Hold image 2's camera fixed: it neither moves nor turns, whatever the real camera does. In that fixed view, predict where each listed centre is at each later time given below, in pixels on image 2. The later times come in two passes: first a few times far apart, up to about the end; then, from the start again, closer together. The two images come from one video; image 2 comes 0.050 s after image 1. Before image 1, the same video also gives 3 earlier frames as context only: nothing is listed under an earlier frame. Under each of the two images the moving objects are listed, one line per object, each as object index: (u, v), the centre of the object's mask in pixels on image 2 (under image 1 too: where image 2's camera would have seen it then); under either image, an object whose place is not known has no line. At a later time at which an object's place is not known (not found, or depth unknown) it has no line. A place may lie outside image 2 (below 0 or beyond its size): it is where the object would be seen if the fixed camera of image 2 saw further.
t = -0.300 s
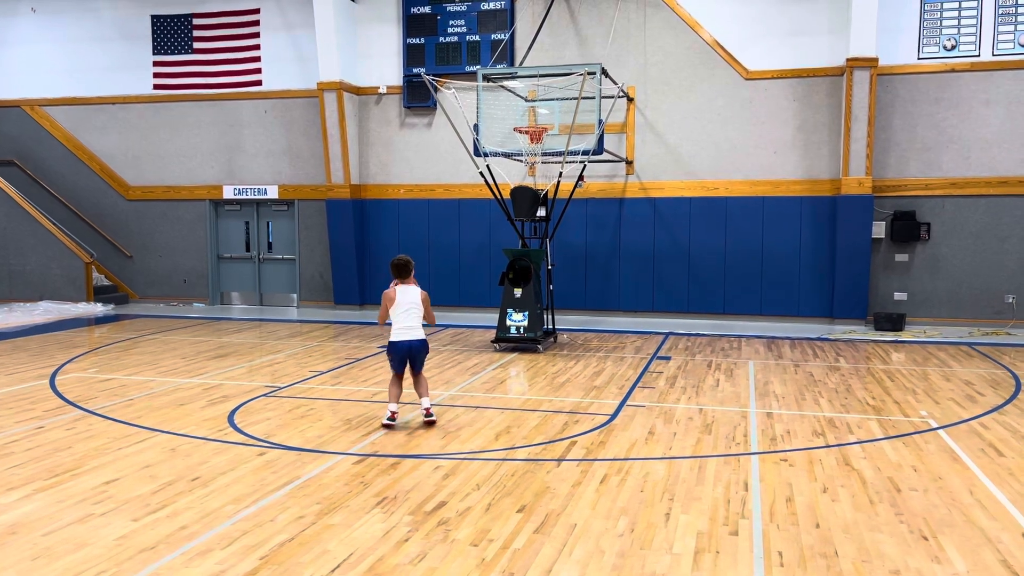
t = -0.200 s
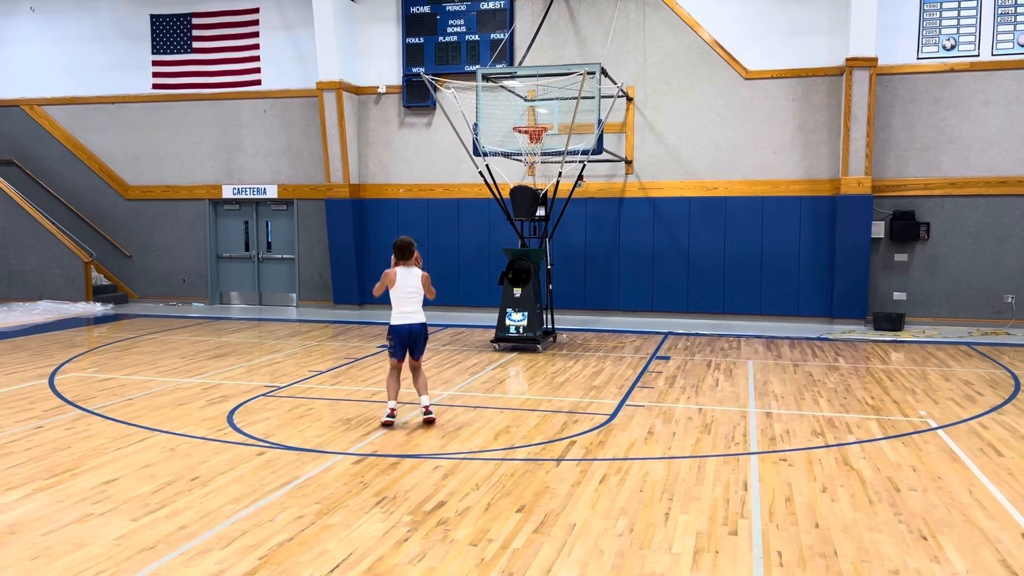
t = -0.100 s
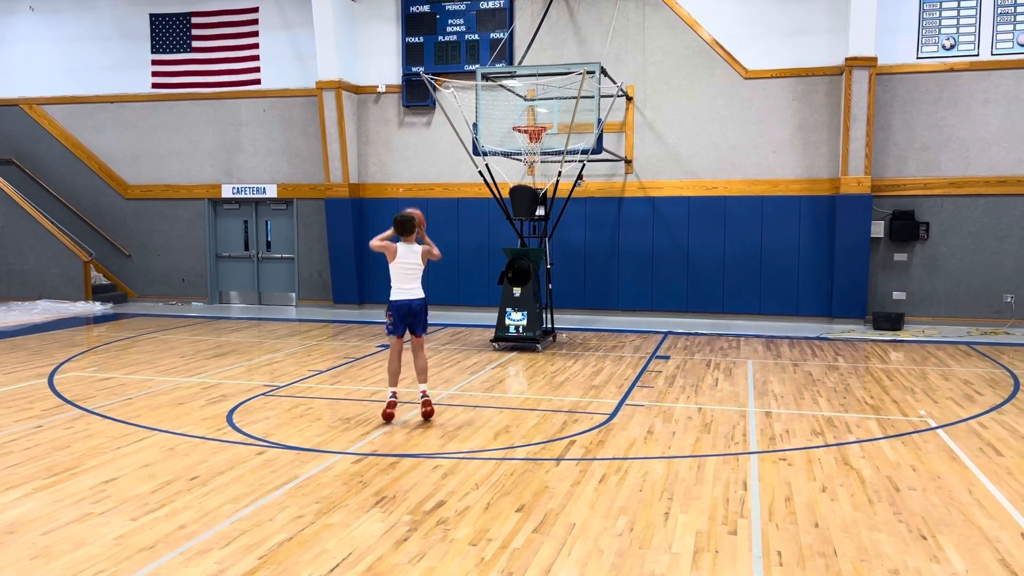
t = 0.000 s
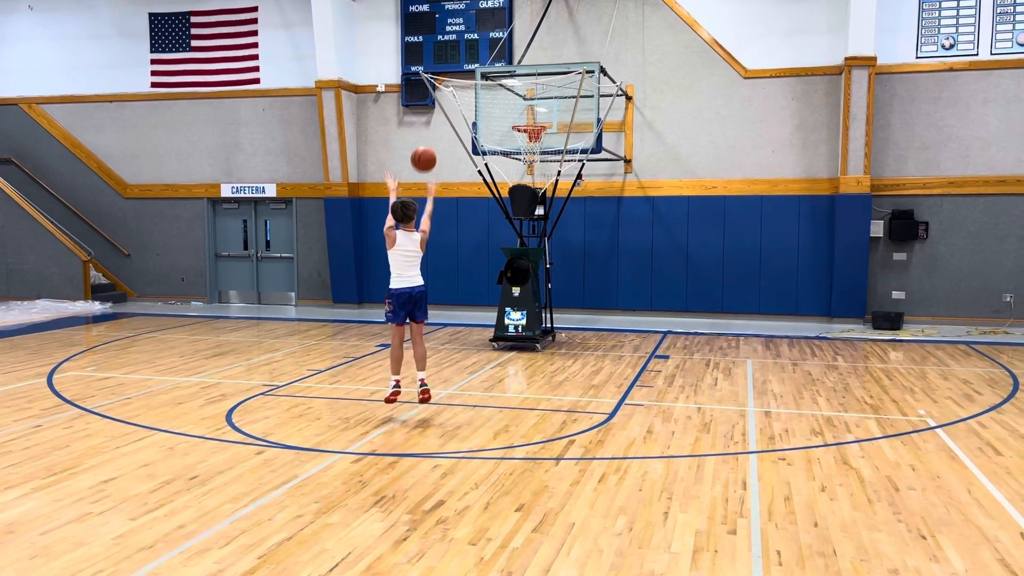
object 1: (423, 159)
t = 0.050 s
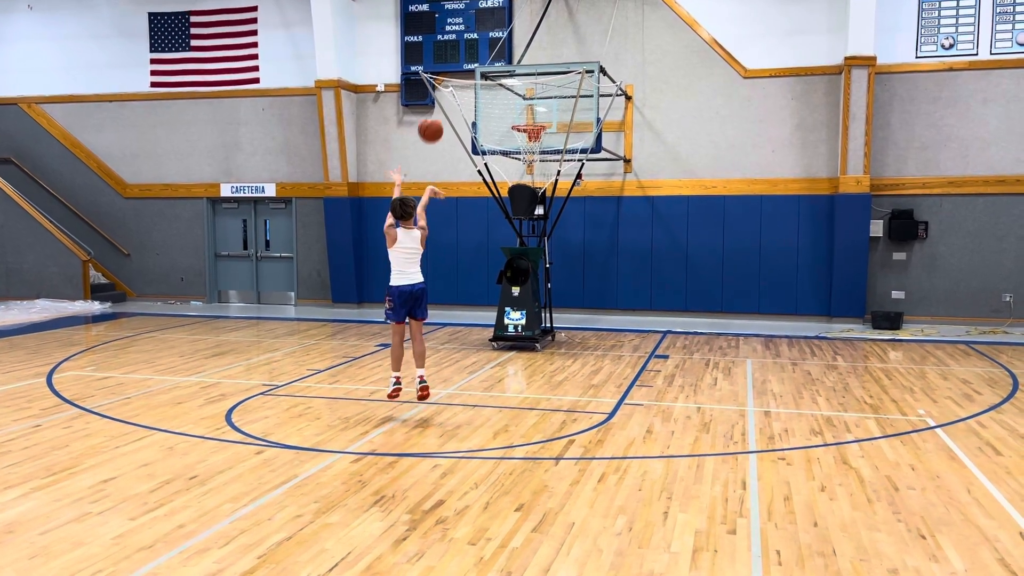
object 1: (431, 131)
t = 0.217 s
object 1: (453, 59)
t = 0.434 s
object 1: (479, 19)
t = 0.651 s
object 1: (500, 23)
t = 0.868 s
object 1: (517, 63)
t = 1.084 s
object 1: (532, 123)
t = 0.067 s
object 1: (433, 121)
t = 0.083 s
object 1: (435, 112)
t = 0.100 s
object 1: (438, 105)
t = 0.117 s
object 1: (440, 97)
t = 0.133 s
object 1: (442, 90)
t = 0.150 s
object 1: (445, 82)
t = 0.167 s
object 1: (447, 76)
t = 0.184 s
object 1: (449, 70)
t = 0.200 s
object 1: (451, 65)
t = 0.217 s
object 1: (453, 59)
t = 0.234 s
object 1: (456, 54)
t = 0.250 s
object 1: (458, 50)
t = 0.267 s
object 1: (459, 44)
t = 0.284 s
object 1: (462, 41)
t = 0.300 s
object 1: (464, 37)
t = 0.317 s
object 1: (466, 34)
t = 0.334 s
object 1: (468, 30)
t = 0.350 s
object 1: (470, 28)
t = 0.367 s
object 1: (472, 25)
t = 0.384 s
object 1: (474, 23)
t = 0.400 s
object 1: (476, 21)
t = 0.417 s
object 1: (477, 20)
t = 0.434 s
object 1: (479, 19)
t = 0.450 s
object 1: (481, 17)
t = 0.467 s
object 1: (483, 17)
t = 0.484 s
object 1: (485, 16)
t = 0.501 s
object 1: (486, 16)
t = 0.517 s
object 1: (488, 15)
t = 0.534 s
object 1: (490, 15)
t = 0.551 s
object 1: (491, 16)
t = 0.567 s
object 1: (493, 17)
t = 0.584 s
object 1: (494, 17)
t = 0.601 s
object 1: (496, 18)
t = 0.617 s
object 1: (497, 20)
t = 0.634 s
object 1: (499, 21)
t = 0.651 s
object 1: (500, 23)
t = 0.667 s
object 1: (502, 25)
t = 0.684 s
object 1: (503, 27)
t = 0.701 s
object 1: (505, 29)
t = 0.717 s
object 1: (506, 32)
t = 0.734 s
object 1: (507, 35)
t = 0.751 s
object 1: (509, 37)
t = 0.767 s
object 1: (510, 41)
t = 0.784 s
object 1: (511, 44)
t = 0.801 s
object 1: (513, 47)
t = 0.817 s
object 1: (514, 51)
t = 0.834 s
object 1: (515, 54)
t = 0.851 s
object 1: (516, 59)
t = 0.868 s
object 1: (517, 63)
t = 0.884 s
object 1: (519, 67)
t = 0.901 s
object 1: (520, 72)
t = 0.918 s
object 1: (521, 76)
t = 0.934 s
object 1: (522, 81)
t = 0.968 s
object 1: (525, 91)
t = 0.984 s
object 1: (526, 96)
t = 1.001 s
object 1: (527, 102)
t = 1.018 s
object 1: (528, 106)
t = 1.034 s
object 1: (529, 112)
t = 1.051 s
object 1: (530, 118)
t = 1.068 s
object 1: (531, 121)
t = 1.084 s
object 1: (532, 123)
